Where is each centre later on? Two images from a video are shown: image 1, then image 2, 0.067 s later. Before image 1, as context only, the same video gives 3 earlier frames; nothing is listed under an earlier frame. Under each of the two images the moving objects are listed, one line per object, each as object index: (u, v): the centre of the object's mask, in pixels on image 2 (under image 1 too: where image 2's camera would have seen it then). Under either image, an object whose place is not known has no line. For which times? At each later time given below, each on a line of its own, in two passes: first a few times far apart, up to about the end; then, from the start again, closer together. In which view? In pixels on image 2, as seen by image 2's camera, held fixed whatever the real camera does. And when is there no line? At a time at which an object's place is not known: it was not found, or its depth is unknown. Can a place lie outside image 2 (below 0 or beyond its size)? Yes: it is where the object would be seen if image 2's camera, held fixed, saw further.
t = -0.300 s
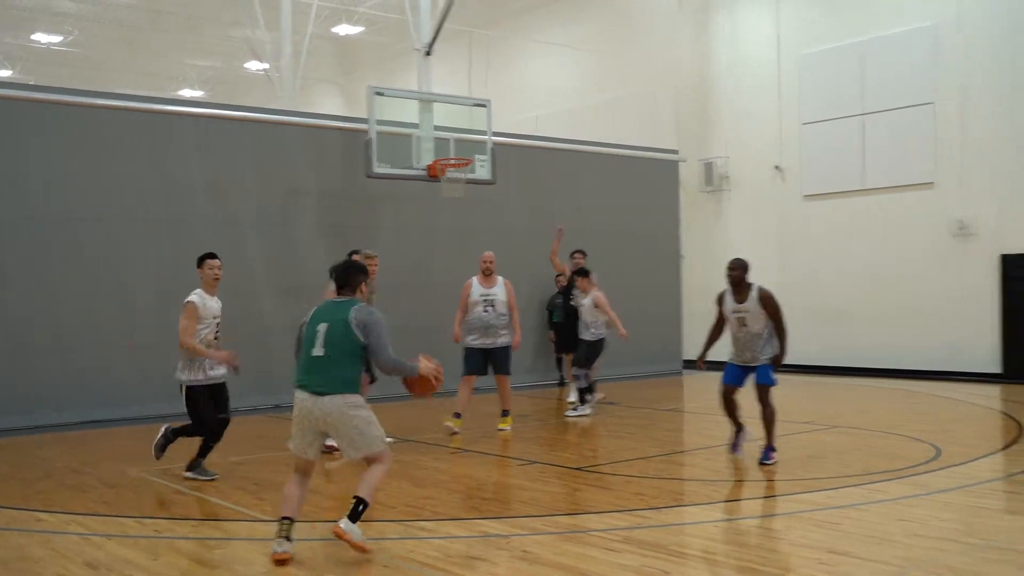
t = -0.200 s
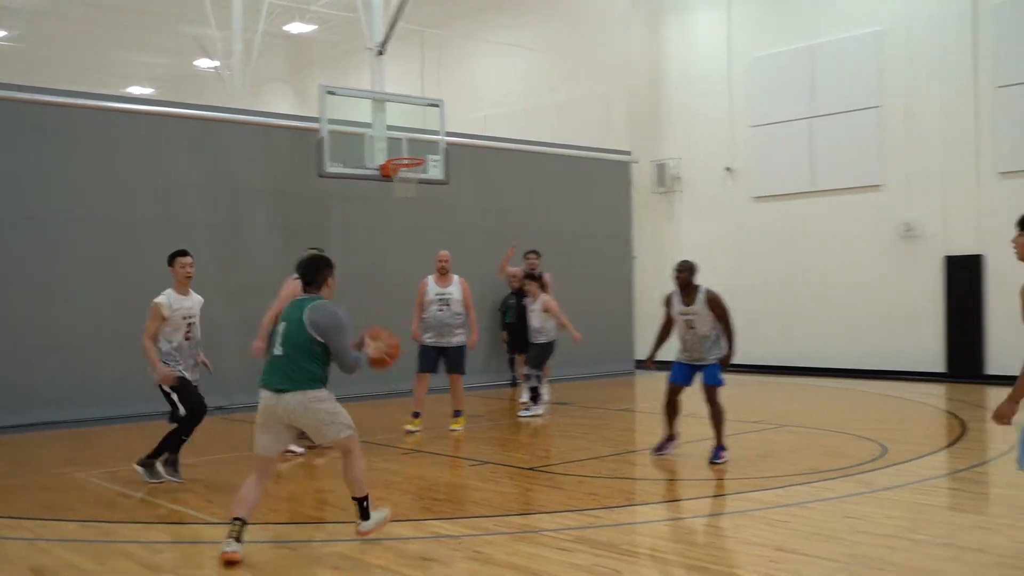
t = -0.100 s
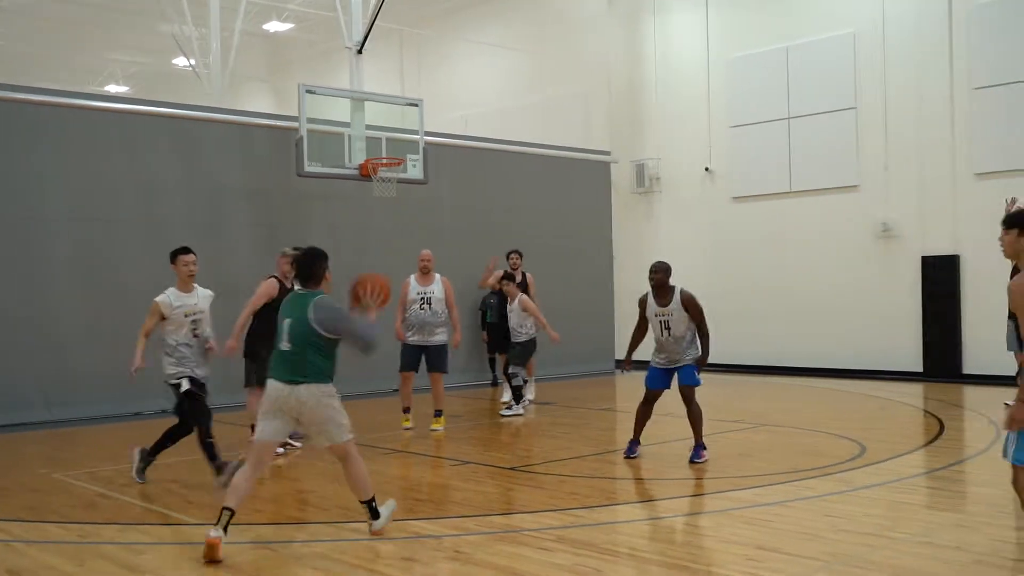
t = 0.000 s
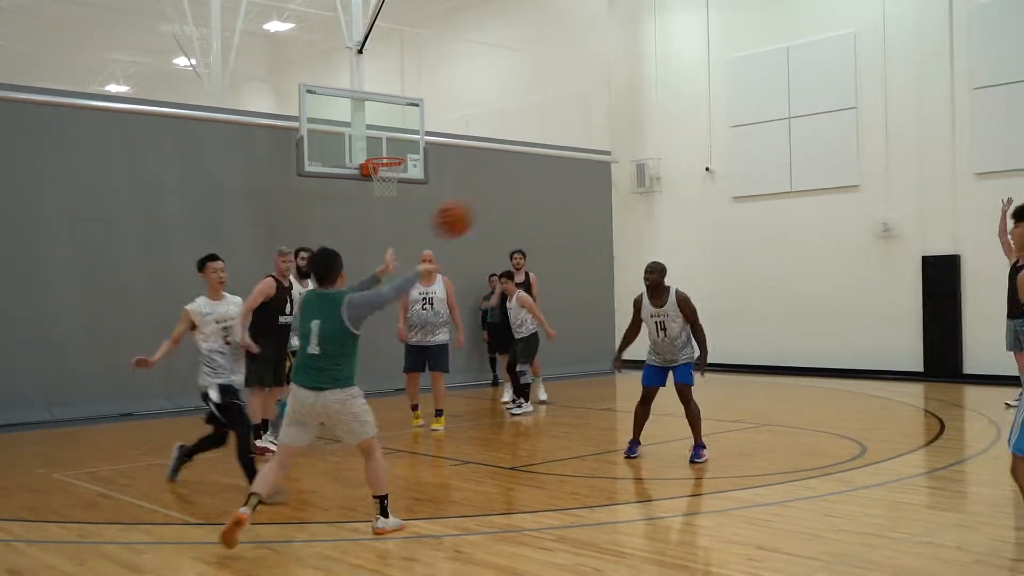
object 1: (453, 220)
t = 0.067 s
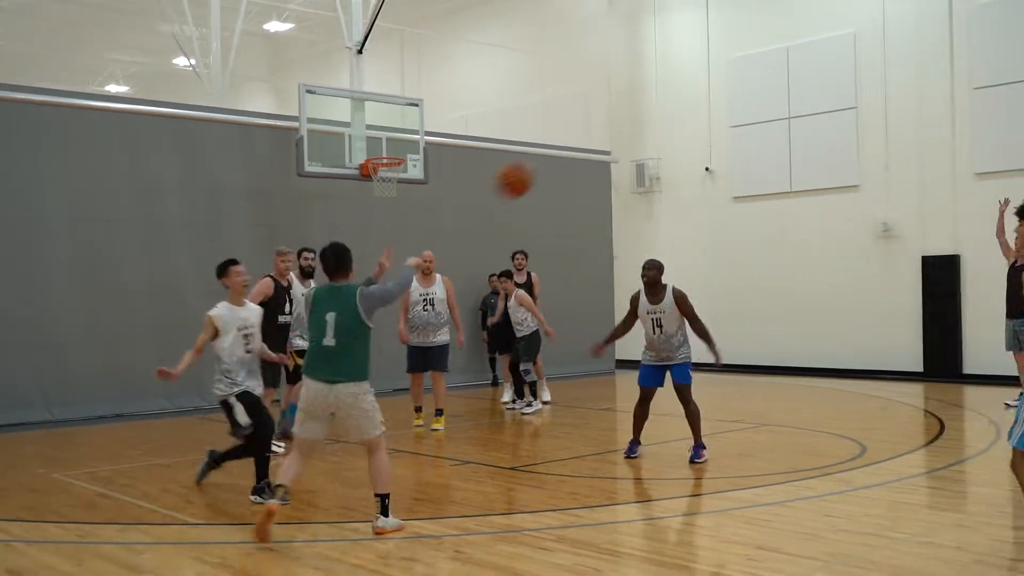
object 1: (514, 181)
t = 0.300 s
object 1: (687, 111)
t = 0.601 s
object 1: (833, 119)
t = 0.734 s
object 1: (887, 148)
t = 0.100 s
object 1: (543, 165)
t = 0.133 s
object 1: (570, 151)
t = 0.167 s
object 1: (597, 139)
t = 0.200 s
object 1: (621, 129)
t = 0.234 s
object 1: (643, 122)
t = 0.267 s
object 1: (666, 116)
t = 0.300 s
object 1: (687, 111)
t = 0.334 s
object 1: (703, 106)
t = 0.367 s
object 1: (723, 103)
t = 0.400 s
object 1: (742, 101)
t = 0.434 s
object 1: (760, 97)
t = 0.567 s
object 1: (819, 113)
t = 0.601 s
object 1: (833, 119)
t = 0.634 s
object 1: (847, 125)
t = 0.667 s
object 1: (861, 132)
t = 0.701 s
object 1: (874, 140)
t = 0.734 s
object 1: (887, 148)
